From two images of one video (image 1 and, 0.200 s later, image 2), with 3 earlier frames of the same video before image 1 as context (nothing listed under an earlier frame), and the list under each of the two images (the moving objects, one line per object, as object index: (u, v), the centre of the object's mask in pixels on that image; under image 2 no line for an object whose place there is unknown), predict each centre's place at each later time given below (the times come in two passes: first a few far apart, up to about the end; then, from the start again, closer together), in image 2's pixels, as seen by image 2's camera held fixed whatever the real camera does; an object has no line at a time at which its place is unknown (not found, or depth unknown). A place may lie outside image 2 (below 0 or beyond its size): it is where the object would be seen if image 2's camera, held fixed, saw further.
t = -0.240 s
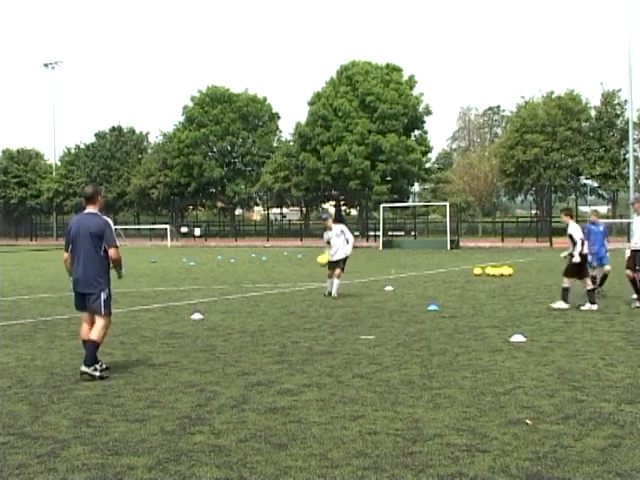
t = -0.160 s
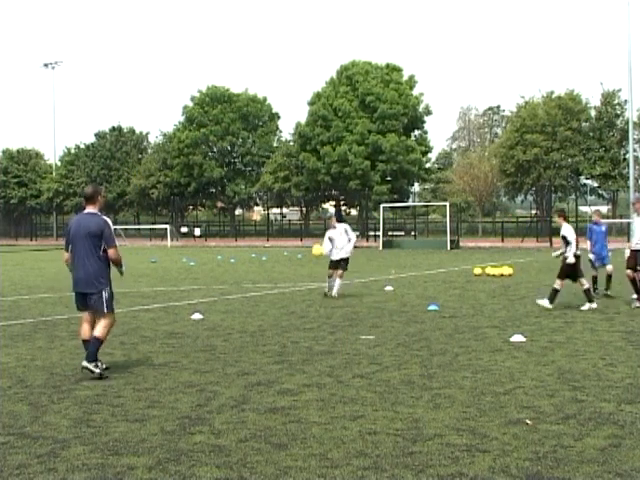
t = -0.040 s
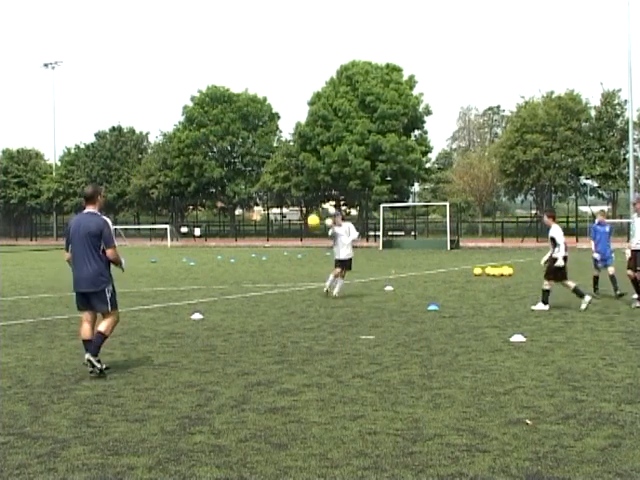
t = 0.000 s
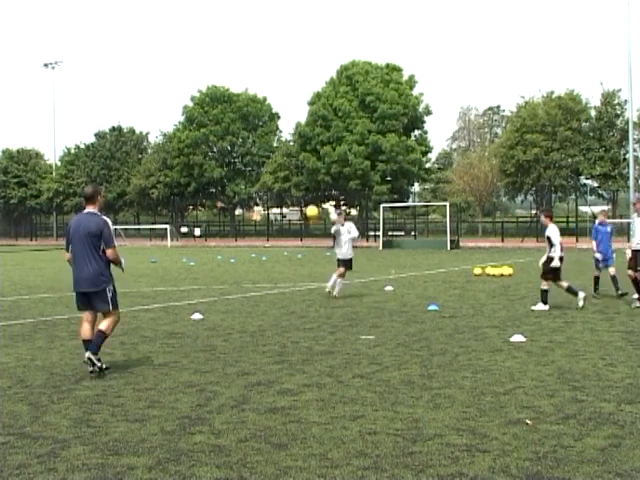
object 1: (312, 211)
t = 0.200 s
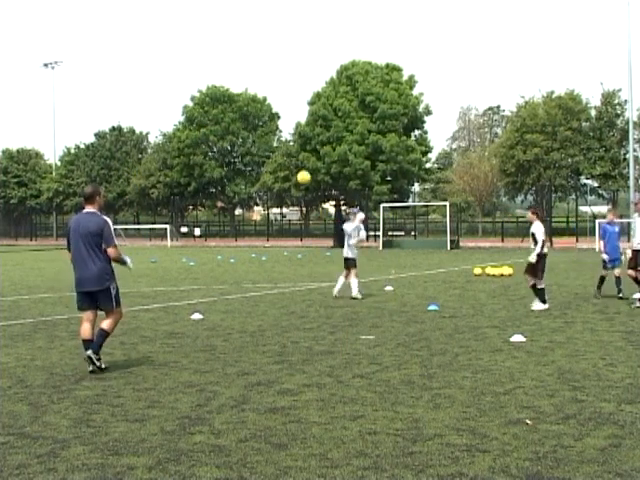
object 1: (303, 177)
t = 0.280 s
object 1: (299, 169)
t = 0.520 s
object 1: (285, 170)
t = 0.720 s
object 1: (268, 208)
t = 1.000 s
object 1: (237, 350)
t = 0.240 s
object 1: (301, 172)
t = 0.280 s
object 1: (299, 169)
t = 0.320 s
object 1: (297, 167)
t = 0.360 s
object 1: (295, 165)
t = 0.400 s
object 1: (292, 165)
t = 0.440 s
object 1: (290, 165)
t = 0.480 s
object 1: (287, 168)
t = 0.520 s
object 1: (285, 170)
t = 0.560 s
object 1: (282, 176)
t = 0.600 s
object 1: (278, 182)
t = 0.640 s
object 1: (276, 189)
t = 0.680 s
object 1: (272, 199)
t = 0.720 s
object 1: (268, 208)
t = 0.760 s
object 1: (265, 223)
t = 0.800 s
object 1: (261, 238)
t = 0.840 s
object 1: (256, 255)
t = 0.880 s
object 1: (252, 274)
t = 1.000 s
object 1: (237, 350)
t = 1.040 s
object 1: (232, 351)
